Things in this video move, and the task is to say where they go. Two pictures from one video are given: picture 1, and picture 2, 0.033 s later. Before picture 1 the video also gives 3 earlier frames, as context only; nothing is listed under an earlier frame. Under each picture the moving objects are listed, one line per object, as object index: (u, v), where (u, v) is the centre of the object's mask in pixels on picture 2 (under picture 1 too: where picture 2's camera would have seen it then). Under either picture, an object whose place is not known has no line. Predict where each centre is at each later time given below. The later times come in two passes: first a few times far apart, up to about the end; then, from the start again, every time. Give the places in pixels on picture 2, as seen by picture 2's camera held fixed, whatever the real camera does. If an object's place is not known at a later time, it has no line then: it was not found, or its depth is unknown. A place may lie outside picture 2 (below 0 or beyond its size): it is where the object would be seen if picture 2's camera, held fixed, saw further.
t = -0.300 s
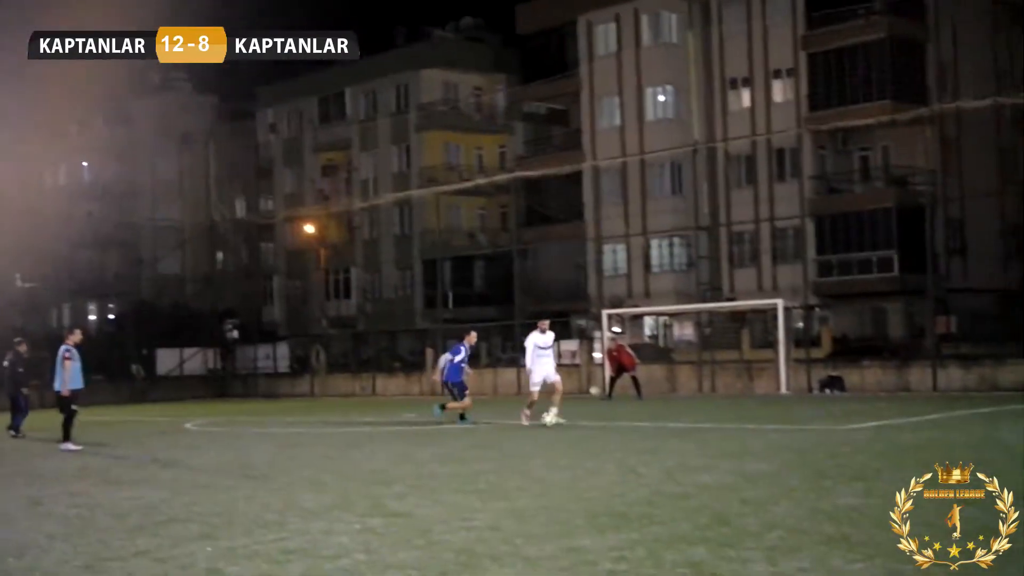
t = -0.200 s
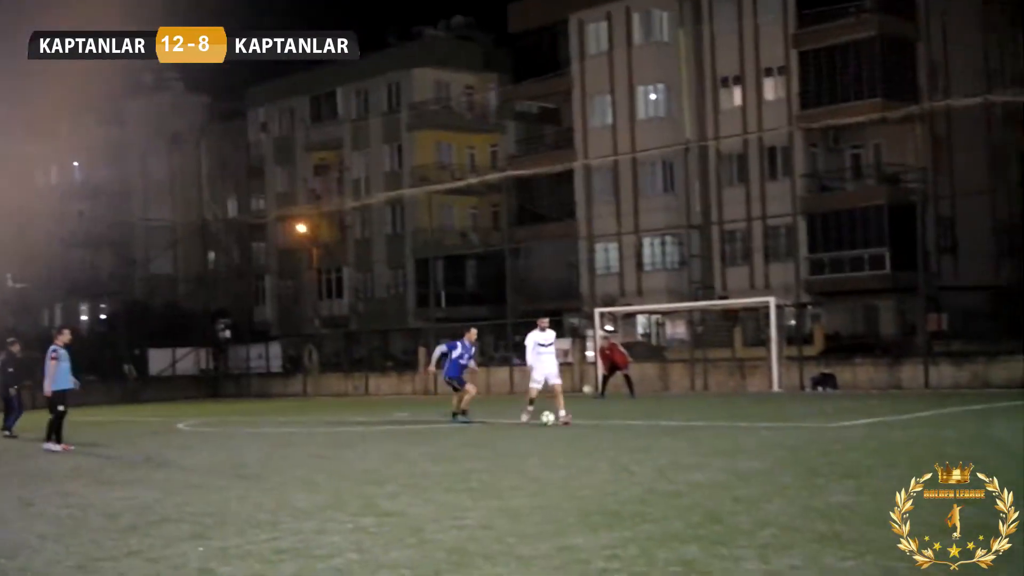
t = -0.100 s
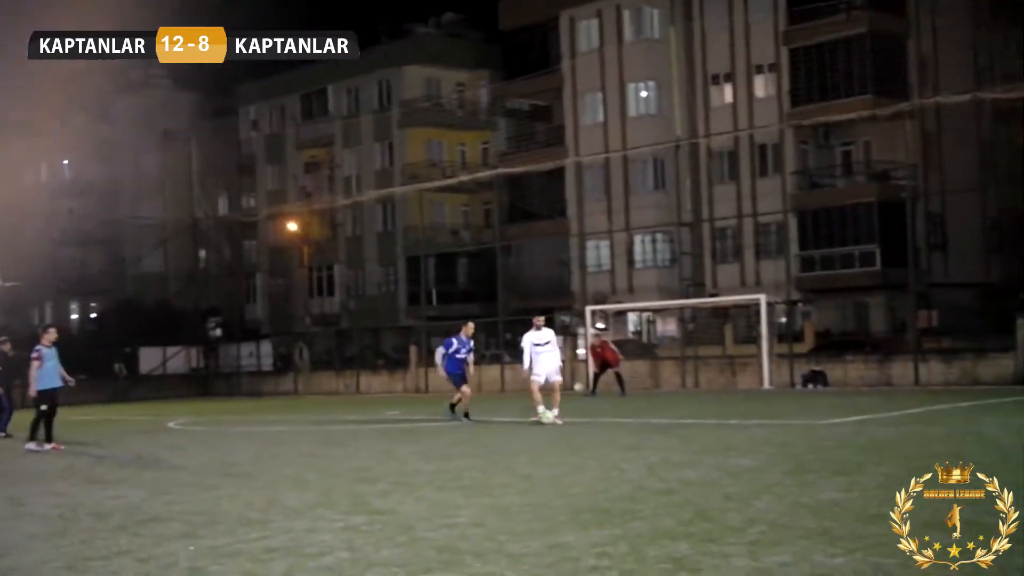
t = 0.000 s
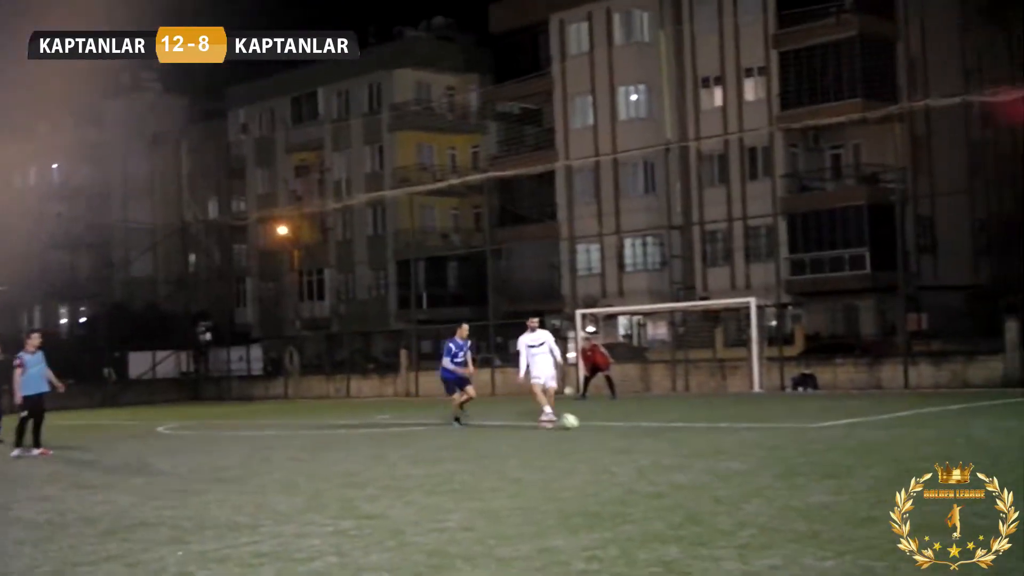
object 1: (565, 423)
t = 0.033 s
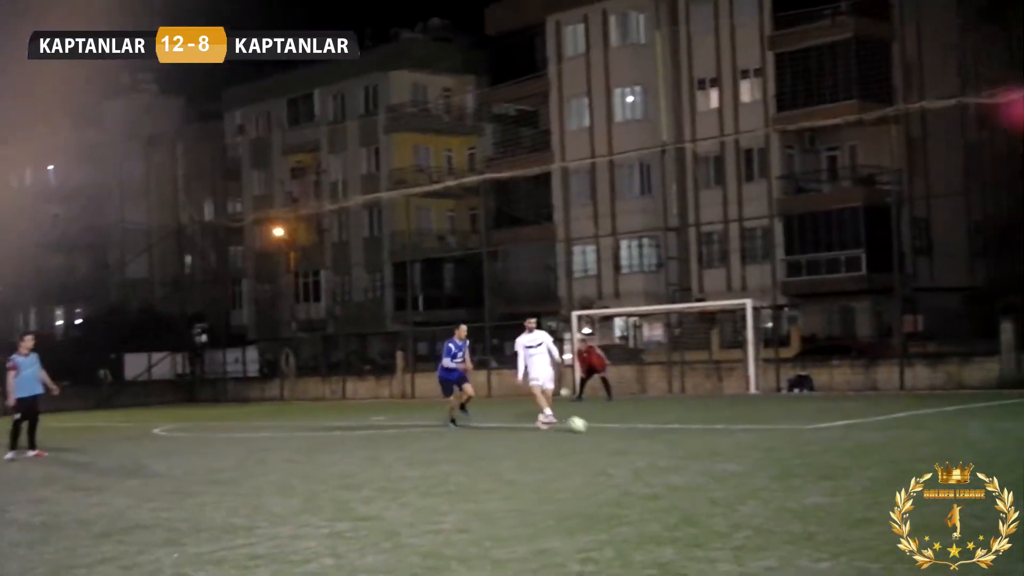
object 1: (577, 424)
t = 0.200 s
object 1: (635, 427)
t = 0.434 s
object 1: (719, 431)
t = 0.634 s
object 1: (791, 436)
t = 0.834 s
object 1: (865, 441)
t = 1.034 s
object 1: (947, 446)
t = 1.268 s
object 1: (1055, 452)
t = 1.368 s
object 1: (1108, 457)
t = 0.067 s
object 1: (588, 425)
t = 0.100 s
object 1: (599, 425)
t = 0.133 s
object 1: (611, 426)
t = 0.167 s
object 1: (623, 427)
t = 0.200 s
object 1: (635, 427)
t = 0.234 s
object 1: (647, 428)
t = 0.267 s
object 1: (659, 428)
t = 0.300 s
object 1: (670, 428)
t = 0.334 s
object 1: (683, 429)
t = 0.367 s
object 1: (695, 430)
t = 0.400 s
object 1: (707, 430)
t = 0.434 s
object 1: (719, 431)
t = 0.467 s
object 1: (731, 432)
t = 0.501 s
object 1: (743, 432)
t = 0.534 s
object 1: (754, 433)
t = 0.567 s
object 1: (768, 435)
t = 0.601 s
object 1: (779, 435)
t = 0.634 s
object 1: (791, 436)
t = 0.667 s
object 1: (802, 437)
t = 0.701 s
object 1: (814, 437)
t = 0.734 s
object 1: (826, 438)
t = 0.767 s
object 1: (839, 439)
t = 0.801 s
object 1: (851, 440)
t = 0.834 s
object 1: (865, 441)
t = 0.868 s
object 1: (878, 442)
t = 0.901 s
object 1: (891, 443)
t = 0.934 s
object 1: (905, 444)
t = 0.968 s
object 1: (919, 444)
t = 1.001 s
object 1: (932, 445)
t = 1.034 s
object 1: (947, 446)
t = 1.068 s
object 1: (962, 447)
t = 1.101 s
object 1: (976, 448)
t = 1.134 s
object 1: (991, 448)
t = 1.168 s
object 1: (1007, 450)
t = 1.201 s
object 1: (1022, 451)
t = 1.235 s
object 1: (1038, 451)
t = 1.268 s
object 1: (1055, 452)
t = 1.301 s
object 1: (1072, 454)
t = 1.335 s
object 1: (1090, 455)
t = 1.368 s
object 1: (1108, 457)
